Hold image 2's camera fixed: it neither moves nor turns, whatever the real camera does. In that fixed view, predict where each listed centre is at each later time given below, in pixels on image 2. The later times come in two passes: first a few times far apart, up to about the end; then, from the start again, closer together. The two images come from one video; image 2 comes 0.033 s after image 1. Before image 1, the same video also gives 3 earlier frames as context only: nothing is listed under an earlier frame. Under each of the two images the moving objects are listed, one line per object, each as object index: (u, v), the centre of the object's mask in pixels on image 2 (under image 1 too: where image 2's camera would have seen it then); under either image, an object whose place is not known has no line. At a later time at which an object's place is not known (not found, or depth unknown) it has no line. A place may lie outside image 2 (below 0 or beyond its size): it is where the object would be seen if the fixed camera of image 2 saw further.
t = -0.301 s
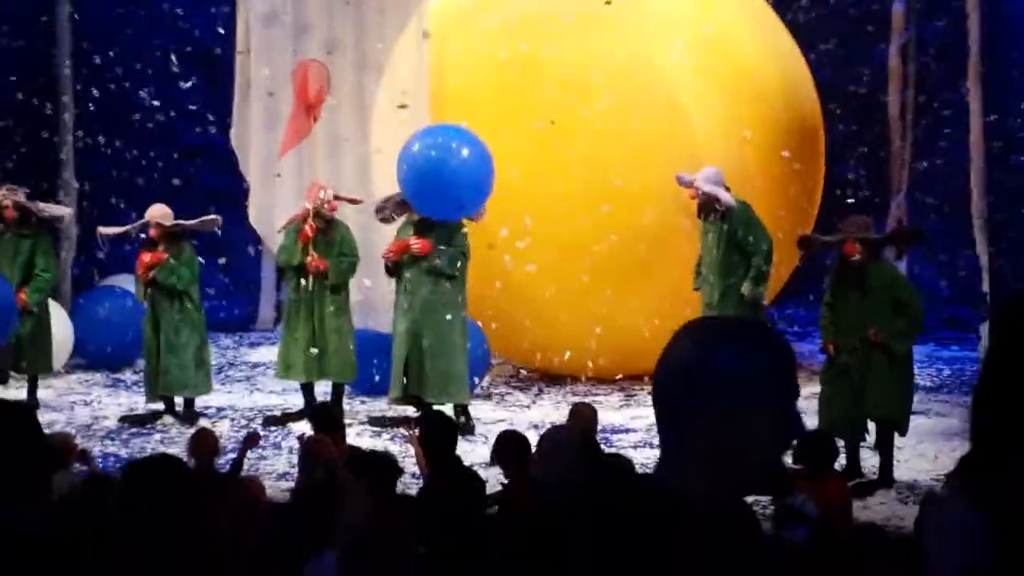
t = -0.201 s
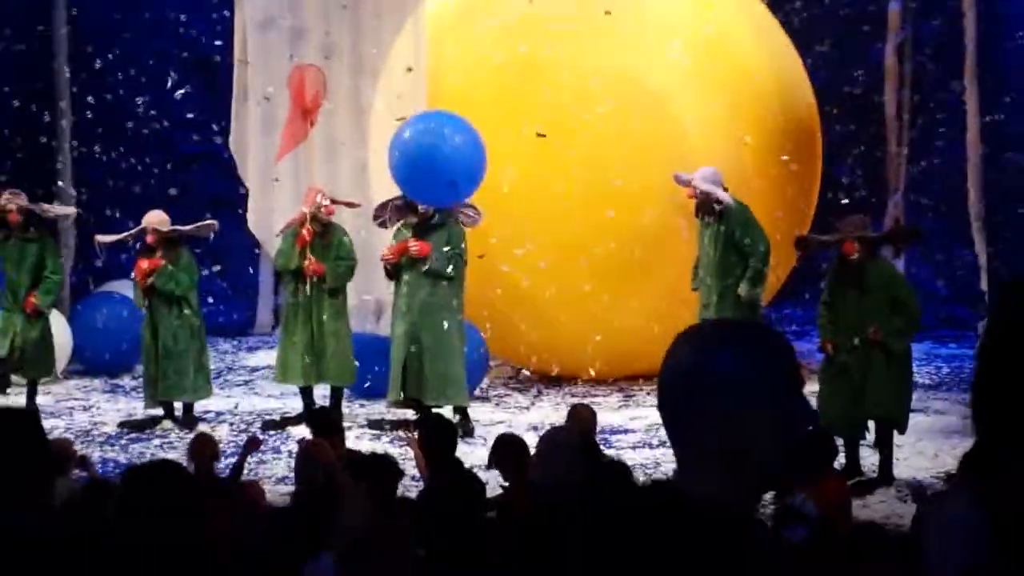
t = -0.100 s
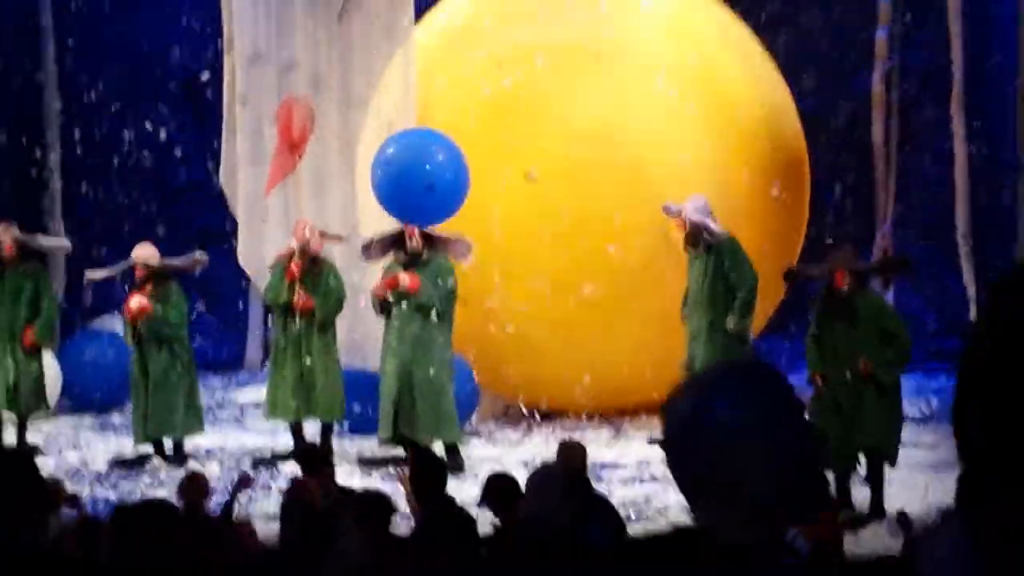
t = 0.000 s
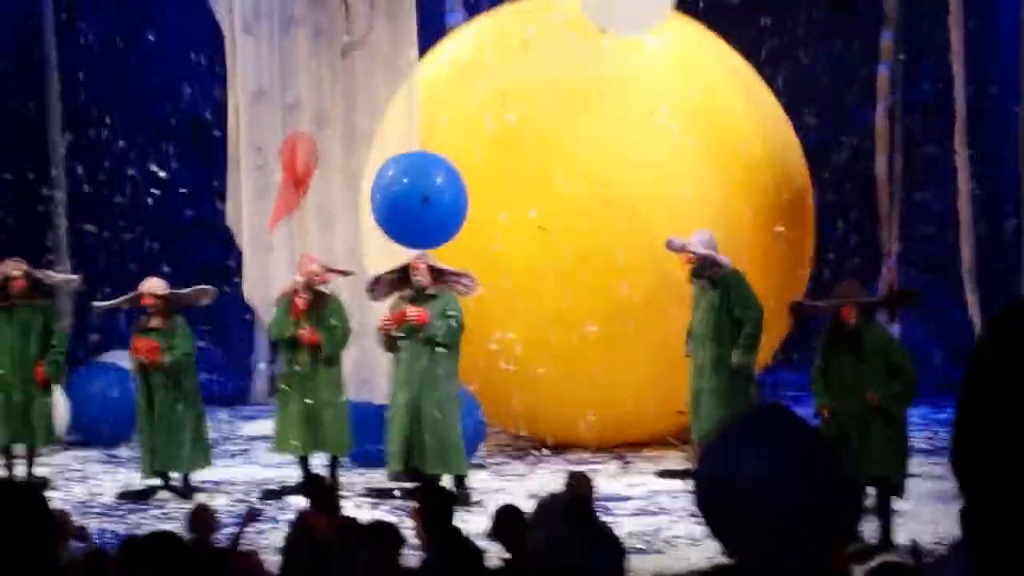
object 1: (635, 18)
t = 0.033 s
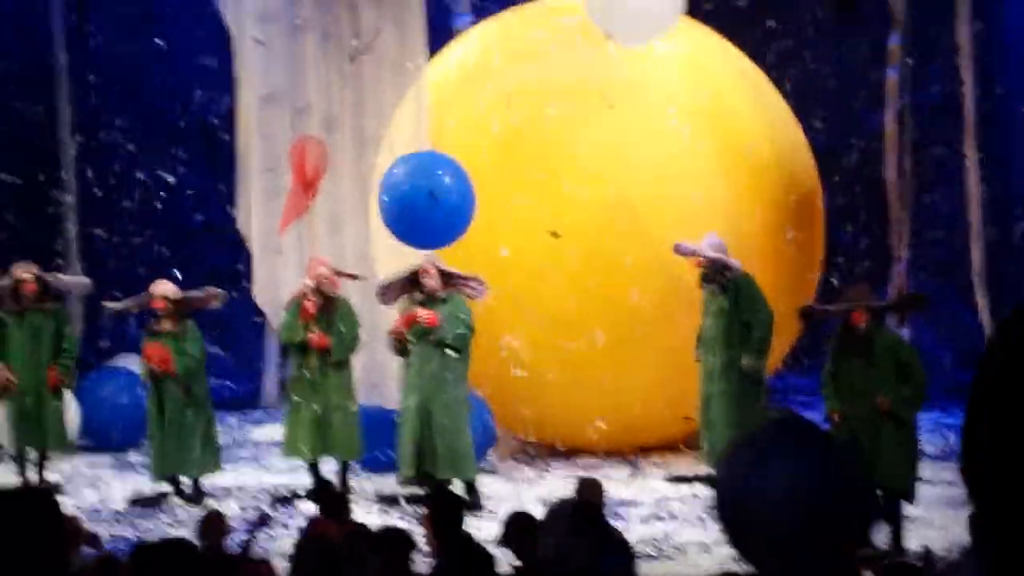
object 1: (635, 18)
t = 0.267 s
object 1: (626, 52)
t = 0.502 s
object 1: (623, 113)
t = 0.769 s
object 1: (609, 196)
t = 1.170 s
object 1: (589, 314)
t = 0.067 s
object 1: (632, 19)
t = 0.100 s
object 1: (633, 22)
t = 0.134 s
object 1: (631, 25)
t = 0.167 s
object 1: (631, 30)
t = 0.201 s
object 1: (630, 37)
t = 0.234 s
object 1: (627, 42)
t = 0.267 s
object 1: (626, 52)
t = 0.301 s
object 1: (628, 59)
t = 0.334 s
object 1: (631, 67)
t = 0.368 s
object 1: (630, 78)
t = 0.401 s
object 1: (628, 86)
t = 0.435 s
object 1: (626, 95)
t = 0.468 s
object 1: (625, 103)
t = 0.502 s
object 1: (623, 113)
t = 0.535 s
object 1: (623, 121)
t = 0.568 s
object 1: (623, 131)
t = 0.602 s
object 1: (621, 140)
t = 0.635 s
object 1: (617, 149)
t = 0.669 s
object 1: (615, 159)
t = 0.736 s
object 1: (613, 177)
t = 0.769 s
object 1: (609, 196)
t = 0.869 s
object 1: (604, 224)
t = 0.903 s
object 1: (602, 233)
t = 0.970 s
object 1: (599, 254)
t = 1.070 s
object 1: (593, 283)
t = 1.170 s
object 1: (589, 314)
